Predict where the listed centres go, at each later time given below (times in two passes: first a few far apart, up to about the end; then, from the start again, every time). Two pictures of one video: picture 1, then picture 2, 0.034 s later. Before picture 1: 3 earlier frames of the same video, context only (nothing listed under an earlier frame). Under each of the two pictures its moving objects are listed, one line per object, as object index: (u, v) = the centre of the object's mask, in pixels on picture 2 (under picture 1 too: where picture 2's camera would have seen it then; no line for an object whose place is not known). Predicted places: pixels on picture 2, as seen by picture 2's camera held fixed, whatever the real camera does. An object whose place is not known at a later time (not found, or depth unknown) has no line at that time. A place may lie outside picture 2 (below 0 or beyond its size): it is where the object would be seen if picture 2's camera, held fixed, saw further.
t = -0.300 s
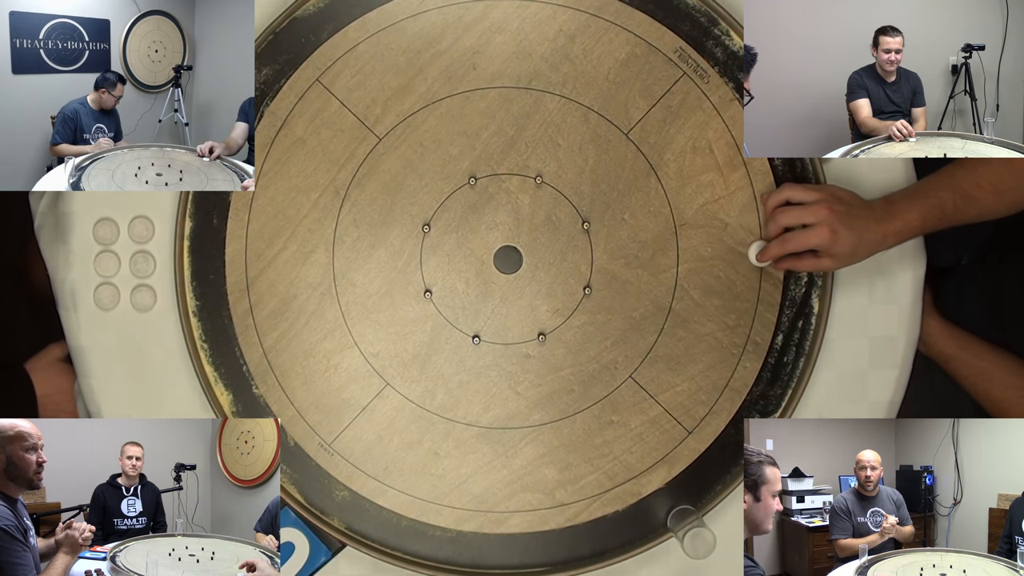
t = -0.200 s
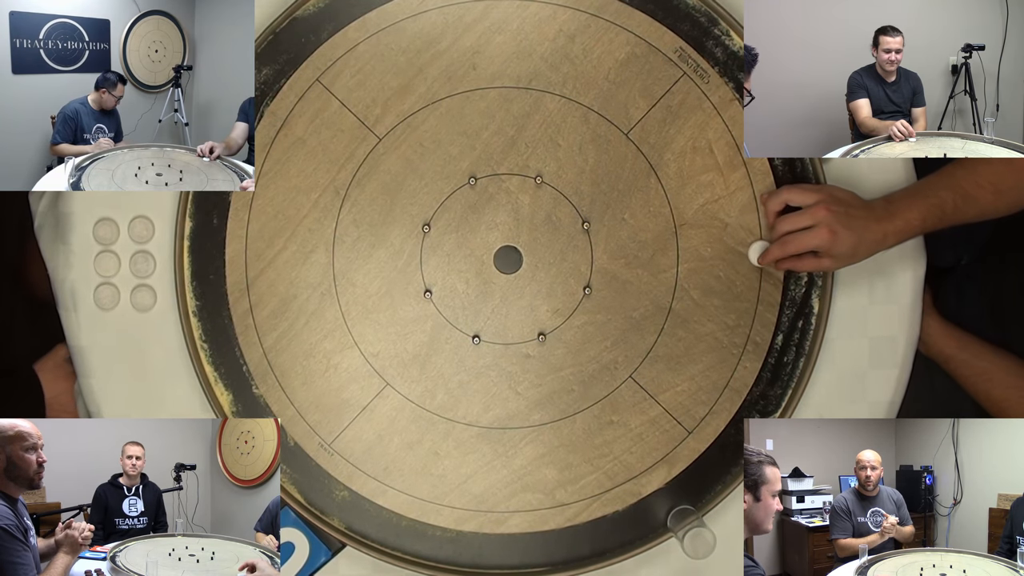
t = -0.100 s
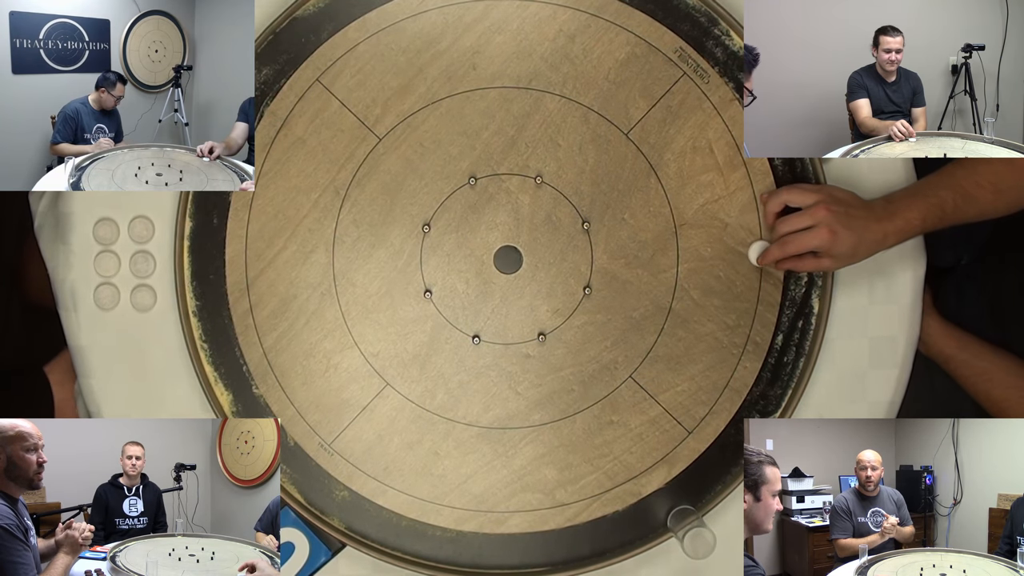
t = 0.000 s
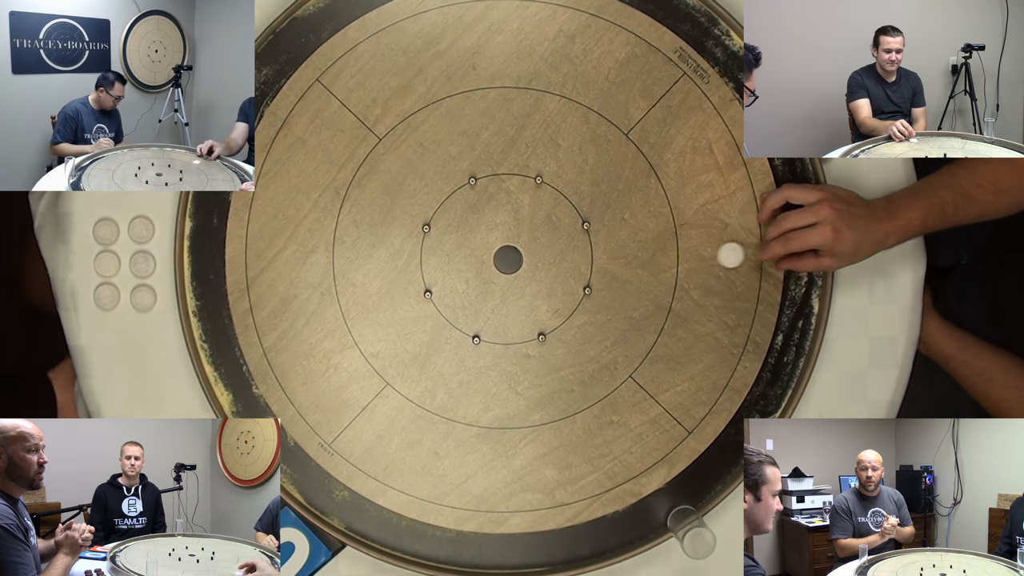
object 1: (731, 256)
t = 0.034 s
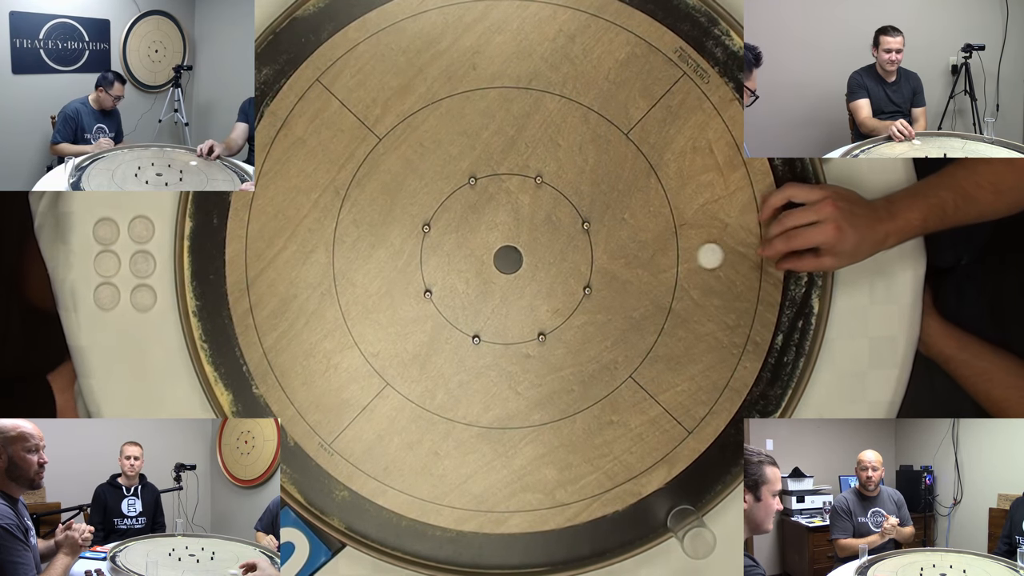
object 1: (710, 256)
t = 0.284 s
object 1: (605, 259)
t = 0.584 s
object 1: (583, 259)
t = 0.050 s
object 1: (701, 257)
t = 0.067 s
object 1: (691, 257)
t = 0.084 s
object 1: (682, 257)
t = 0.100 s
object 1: (673, 257)
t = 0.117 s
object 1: (665, 258)
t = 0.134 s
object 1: (657, 258)
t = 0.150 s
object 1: (650, 258)
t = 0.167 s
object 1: (643, 258)
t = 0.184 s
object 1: (636, 258)
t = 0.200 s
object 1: (630, 259)
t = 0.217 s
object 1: (624, 259)
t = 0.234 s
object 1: (619, 259)
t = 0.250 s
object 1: (614, 259)
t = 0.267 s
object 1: (609, 259)
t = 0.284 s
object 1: (605, 259)
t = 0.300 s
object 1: (601, 259)
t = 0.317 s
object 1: (597, 259)
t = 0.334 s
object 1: (595, 259)
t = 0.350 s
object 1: (592, 259)
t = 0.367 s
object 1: (590, 259)
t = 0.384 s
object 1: (588, 259)
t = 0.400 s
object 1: (586, 259)
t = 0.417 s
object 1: (585, 259)
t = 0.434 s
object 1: (584, 259)
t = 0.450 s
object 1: (583, 258)
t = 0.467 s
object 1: (583, 259)
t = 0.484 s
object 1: (583, 258)
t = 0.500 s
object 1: (583, 259)
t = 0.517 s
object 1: (583, 258)
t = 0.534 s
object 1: (583, 258)
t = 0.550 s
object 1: (583, 258)
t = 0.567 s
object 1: (583, 258)
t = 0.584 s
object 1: (583, 259)
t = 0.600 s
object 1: (583, 259)
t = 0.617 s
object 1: (583, 259)
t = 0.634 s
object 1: (583, 259)
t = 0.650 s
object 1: (583, 259)
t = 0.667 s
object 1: (583, 259)
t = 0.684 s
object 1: (583, 259)
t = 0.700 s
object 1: (583, 259)
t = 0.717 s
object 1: (583, 259)
